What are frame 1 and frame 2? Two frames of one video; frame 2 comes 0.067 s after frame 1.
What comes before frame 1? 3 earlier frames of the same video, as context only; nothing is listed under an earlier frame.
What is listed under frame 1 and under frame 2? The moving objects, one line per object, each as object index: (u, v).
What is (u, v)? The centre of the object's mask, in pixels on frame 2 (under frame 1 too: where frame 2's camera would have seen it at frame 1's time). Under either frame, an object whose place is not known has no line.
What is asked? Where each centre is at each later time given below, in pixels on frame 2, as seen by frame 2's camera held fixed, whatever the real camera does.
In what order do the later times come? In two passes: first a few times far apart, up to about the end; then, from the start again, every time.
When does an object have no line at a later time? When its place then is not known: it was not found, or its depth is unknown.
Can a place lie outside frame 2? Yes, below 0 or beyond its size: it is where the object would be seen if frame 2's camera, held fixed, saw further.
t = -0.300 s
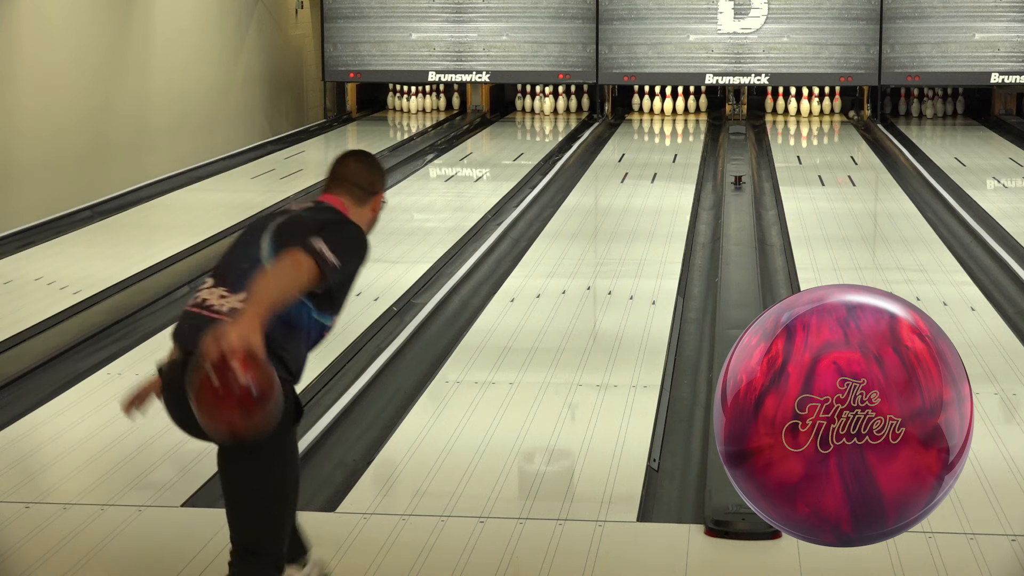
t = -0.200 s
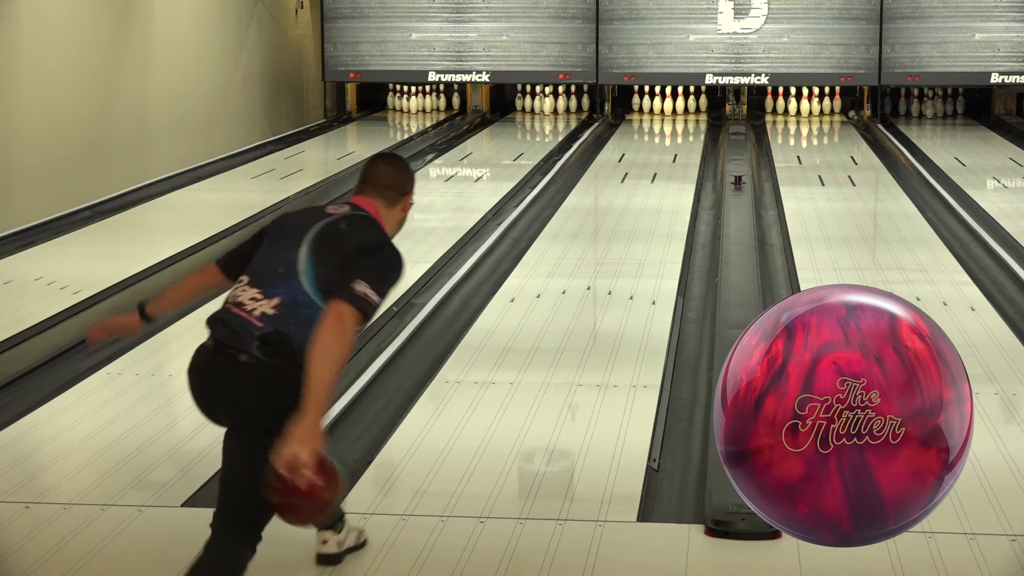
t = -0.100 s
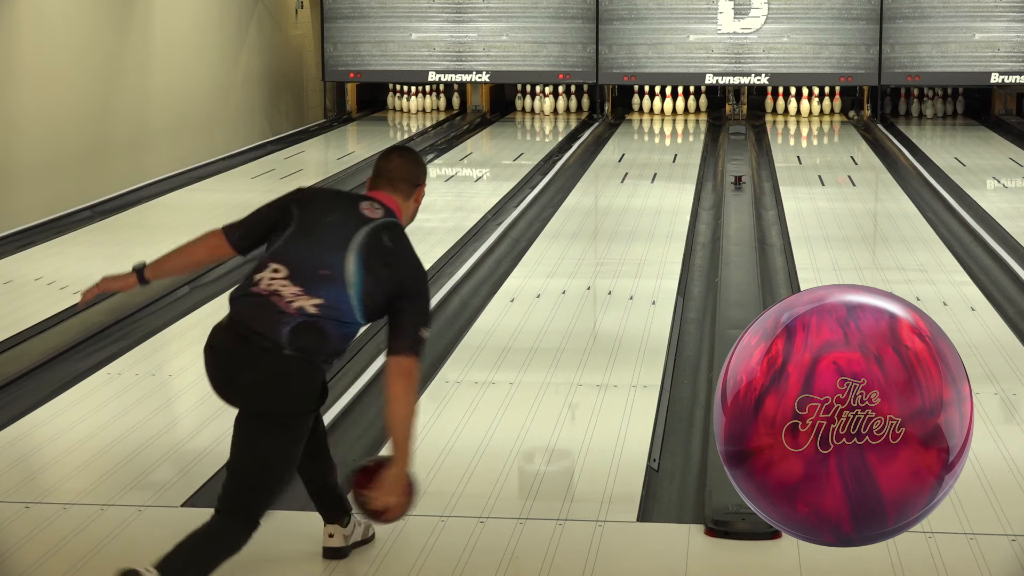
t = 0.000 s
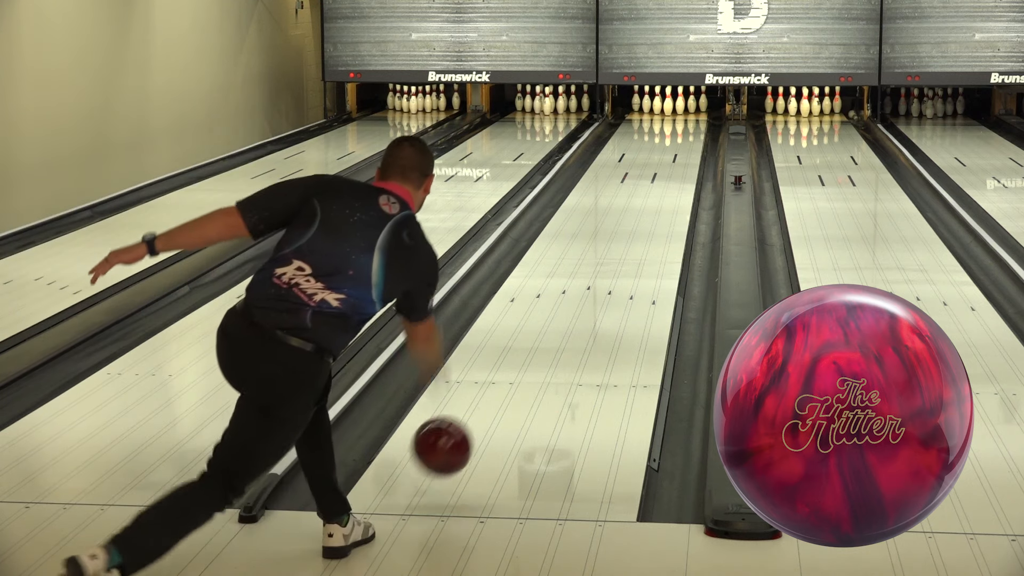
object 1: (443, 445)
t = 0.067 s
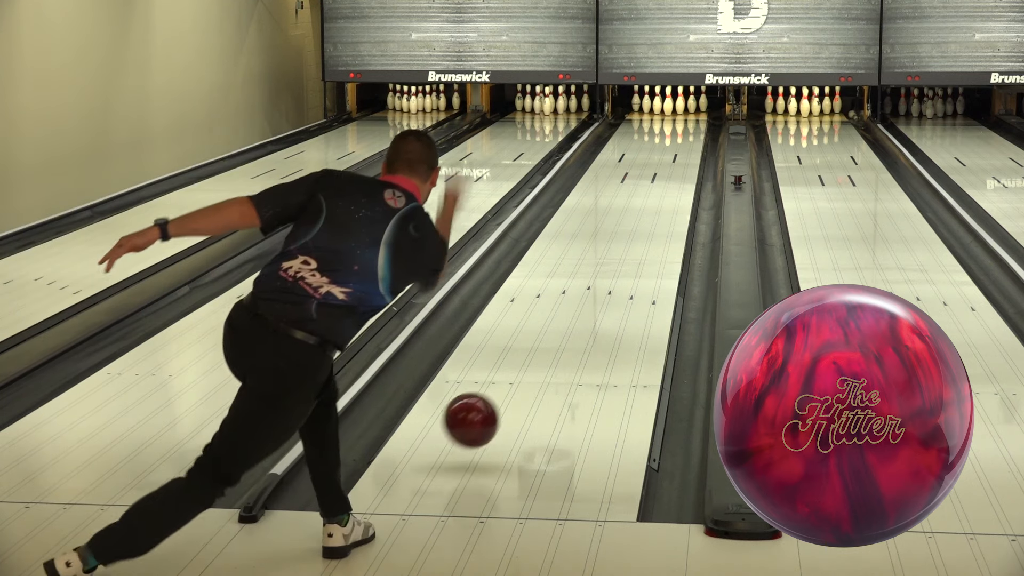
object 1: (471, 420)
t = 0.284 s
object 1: (541, 349)
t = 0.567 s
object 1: (599, 273)
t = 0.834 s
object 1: (635, 226)
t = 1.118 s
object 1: (660, 190)
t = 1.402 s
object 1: (677, 163)
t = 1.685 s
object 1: (689, 142)
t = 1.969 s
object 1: (690, 126)
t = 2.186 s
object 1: (684, 116)
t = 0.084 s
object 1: (478, 416)
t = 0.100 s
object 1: (484, 412)
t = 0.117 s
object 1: (491, 410)
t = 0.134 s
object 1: (497, 407)
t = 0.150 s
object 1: (502, 399)
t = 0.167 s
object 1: (508, 391)
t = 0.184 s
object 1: (513, 384)
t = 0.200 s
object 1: (518, 379)
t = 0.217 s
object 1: (523, 373)
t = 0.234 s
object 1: (528, 366)
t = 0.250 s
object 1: (532, 361)
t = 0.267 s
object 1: (537, 355)
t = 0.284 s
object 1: (541, 349)
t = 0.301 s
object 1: (546, 344)
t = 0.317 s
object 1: (550, 338)
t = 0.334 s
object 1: (554, 333)
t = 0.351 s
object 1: (557, 328)
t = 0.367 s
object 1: (561, 323)
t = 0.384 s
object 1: (565, 318)
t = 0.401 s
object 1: (569, 313)
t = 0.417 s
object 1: (572, 309)
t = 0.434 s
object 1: (575, 305)
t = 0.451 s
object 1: (579, 300)
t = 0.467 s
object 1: (582, 296)
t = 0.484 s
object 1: (585, 291)
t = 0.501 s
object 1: (588, 288)
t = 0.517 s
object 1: (591, 284)
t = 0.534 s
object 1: (594, 280)
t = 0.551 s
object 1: (597, 276)
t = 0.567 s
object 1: (599, 273)
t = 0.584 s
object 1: (602, 269)
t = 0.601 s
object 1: (604, 266)
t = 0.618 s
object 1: (607, 263)
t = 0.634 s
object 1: (610, 260)
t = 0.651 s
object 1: (612, 257)
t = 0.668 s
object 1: (614, 254)
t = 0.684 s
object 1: (616, 251)
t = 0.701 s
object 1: (619, 248)
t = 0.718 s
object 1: (621, 245)
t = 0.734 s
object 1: (623, 242)
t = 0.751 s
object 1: (625, 239)
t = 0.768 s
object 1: (627, 236)
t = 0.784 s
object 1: (629, 234)
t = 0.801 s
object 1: (631, 231)
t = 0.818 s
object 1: (633, 228)
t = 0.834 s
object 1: (635, 226)
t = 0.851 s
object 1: (636, 223)
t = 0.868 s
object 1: (638, 221)
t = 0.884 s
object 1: (640, 219)
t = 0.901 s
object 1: (641, 216)
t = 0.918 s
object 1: (643, 214)
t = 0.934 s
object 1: (645, 212)
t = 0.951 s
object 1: (646, 210)
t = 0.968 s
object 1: (648, 207)
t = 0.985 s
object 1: (649, 205)
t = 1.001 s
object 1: (651, 203)
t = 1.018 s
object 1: (652, 201)
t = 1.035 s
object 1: (653, 199)
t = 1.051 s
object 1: (655, 197)
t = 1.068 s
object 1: (656, 195)
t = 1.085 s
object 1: (657, 194)
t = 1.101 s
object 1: (659, 192)
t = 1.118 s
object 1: (660, 190)
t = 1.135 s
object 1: (661, 188)
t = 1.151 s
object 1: (662, 186)
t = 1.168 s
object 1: (663, 184)
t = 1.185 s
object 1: (664, 183)
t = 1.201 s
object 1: (666, 181)
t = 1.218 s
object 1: (667, 179)
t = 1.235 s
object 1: (668, 178)
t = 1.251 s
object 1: (669, 176)
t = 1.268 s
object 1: (670, 174)
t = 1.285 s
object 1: (671, 173)
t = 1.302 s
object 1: (672, 171)
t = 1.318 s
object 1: (673, 170)
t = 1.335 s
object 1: (674, 168)
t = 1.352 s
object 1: (675, 167)
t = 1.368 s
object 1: (676, 165)
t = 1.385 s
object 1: (677, 164)
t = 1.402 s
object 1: (677, 163)
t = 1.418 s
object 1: (678, 161)
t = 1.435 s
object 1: (679, 160)
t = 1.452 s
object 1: (680, 159)
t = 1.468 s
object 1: (681, 157)
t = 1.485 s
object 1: (681, 156)
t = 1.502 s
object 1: (682, 155)
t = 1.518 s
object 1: (683, 153)
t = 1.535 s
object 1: (683, 152)
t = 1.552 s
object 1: (684, 151)
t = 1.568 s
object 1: (685, 150)
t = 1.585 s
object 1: (685, 149)
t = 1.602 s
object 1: (686, 147)
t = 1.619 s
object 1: (687, 146)
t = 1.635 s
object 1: (687, 145)
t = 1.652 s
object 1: (688, 144)
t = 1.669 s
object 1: (688, 143)
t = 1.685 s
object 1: (689, 142)
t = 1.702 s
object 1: (689, 141)
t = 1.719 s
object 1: (689, 140)
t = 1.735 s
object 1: (690, 139)
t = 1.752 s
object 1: (690, 138)
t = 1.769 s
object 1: (690, 137)
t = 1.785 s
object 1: (690, 136)
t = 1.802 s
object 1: (690, 135)
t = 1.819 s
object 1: (691, 134)
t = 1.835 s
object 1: (691, 133)
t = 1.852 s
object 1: (691, 132)
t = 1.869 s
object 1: (691, 131)
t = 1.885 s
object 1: (691, 130)
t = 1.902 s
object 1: (691, 129)
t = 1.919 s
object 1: (691, 129)
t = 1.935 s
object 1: (691, 128)
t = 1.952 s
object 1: (691, 127)
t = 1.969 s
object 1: (690, 126)
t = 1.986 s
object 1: (690, 125)
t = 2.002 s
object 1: (690, 124)
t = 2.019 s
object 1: (689, 124)
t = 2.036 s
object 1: (689, 123)
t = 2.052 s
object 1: (688, 122)
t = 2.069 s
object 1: (688, 121)
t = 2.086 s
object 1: (688, 121)
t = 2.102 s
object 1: (687, 120)
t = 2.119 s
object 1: (687, 119)
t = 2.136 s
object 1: (686, 118)
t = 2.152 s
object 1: (685, 118)
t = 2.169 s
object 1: (685, 117)
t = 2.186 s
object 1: (684, 116)
